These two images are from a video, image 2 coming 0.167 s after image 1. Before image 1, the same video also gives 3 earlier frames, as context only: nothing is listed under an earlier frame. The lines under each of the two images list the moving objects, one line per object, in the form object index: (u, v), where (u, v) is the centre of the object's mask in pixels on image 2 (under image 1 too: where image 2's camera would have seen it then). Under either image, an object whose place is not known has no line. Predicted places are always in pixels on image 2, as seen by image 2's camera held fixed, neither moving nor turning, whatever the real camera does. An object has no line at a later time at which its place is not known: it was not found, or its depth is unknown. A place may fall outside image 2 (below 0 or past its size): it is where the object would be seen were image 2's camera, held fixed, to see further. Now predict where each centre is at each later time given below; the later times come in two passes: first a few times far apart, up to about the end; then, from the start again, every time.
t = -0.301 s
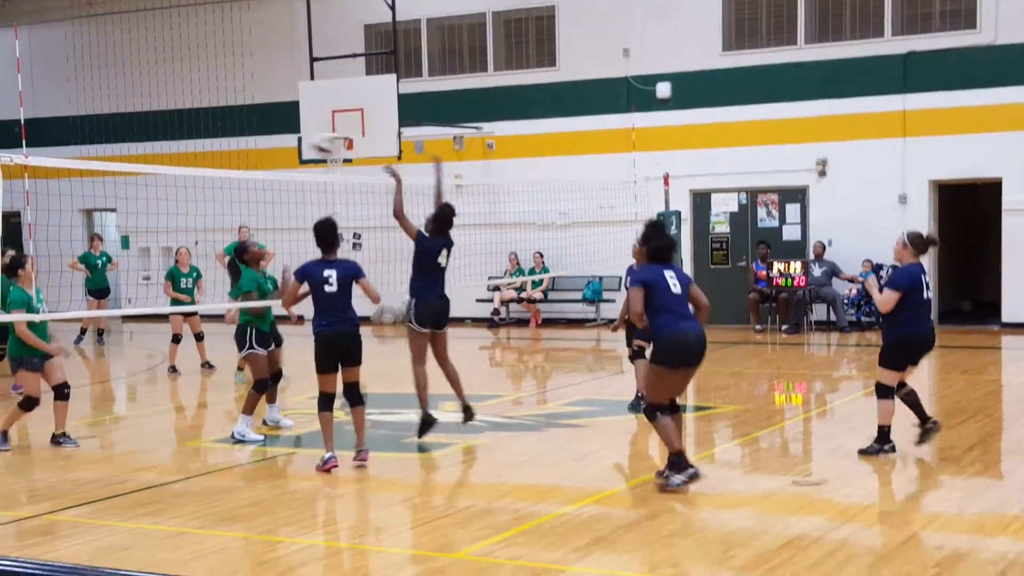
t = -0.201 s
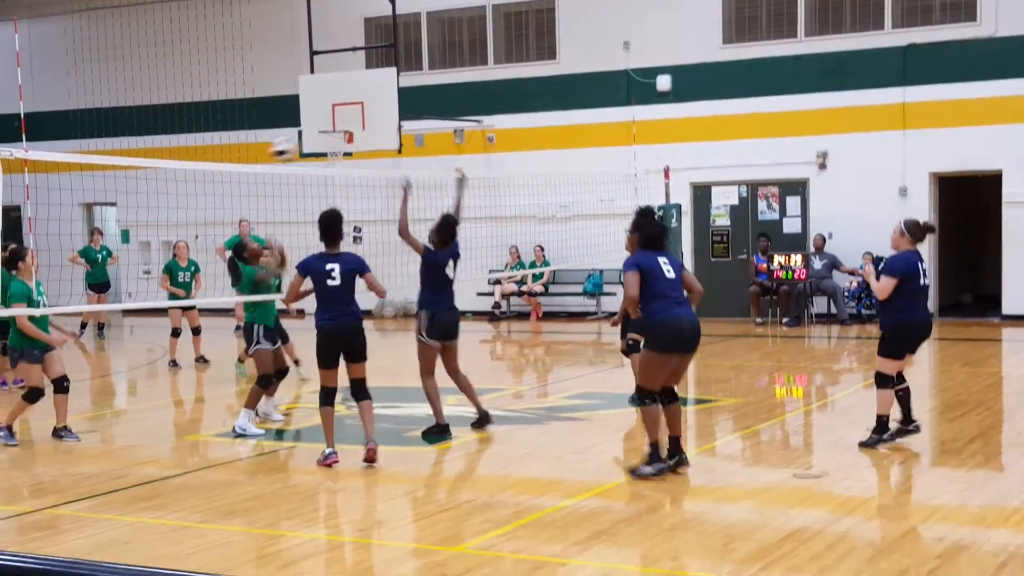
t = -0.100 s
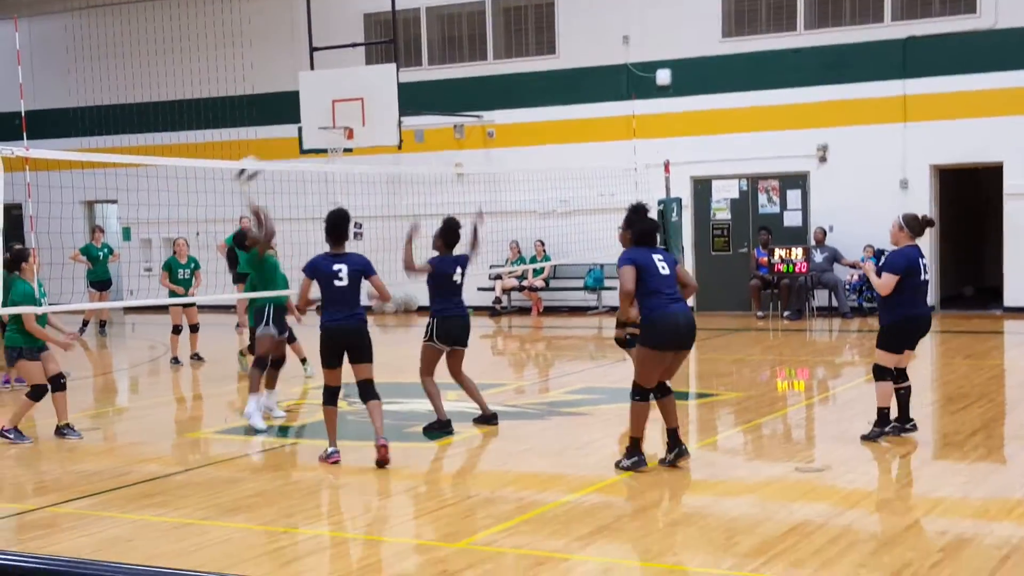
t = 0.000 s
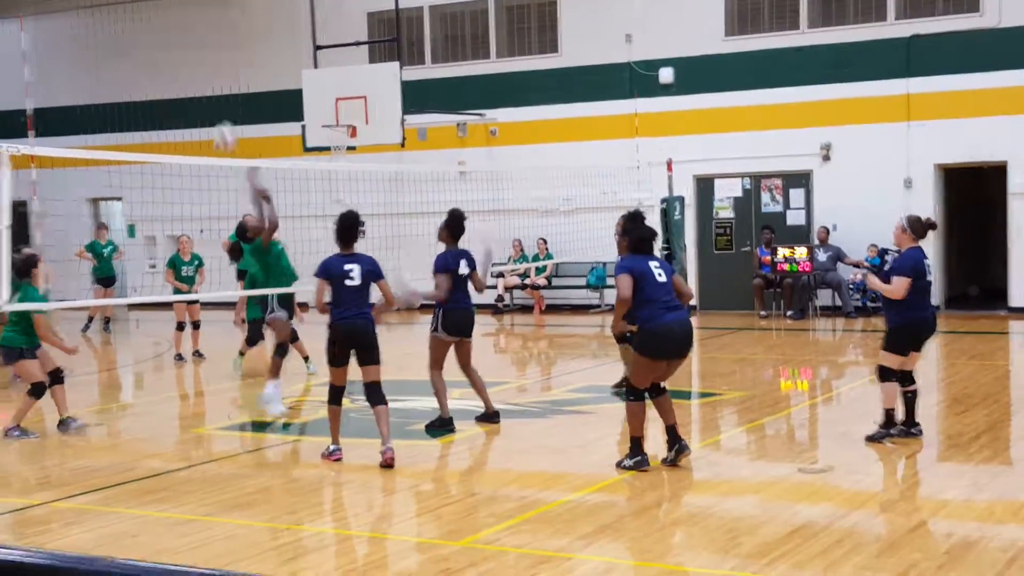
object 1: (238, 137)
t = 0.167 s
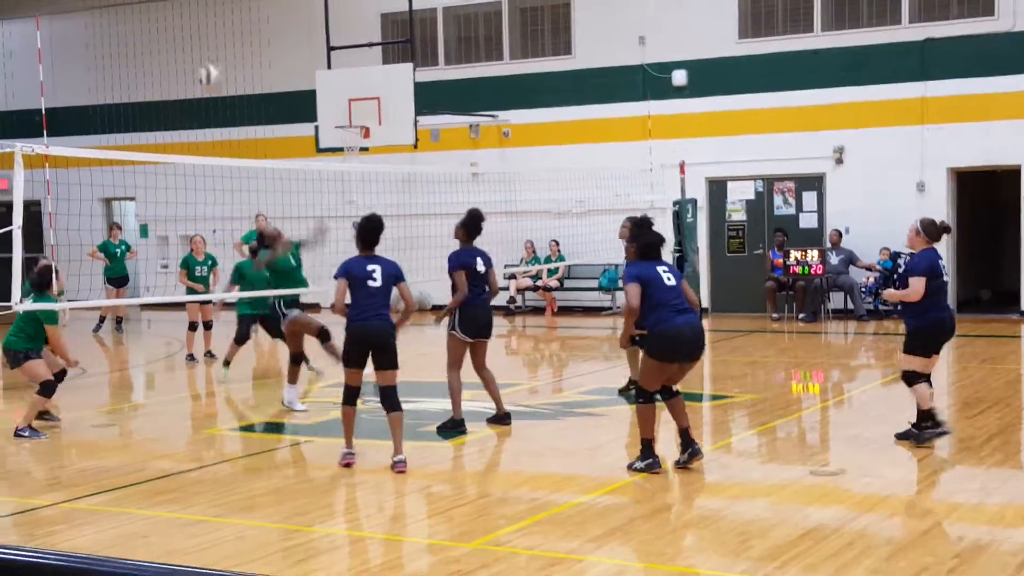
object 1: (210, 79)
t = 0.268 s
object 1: (193, 56)
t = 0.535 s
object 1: (160, 57)
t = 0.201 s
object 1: (204, 69)
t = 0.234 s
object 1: (198, 60)
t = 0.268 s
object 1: (193, 56)
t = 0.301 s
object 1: (189, 53)
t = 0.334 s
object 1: (185, 50)
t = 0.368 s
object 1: (180, 48)
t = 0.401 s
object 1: (177, 48)
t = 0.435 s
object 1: (172, 49)
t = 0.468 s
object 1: (169, 51)
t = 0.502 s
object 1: (164, 54)
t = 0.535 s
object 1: (160, 57)
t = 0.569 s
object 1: (157, 63)
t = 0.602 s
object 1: (153, 69)
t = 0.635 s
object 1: (148, 76)
